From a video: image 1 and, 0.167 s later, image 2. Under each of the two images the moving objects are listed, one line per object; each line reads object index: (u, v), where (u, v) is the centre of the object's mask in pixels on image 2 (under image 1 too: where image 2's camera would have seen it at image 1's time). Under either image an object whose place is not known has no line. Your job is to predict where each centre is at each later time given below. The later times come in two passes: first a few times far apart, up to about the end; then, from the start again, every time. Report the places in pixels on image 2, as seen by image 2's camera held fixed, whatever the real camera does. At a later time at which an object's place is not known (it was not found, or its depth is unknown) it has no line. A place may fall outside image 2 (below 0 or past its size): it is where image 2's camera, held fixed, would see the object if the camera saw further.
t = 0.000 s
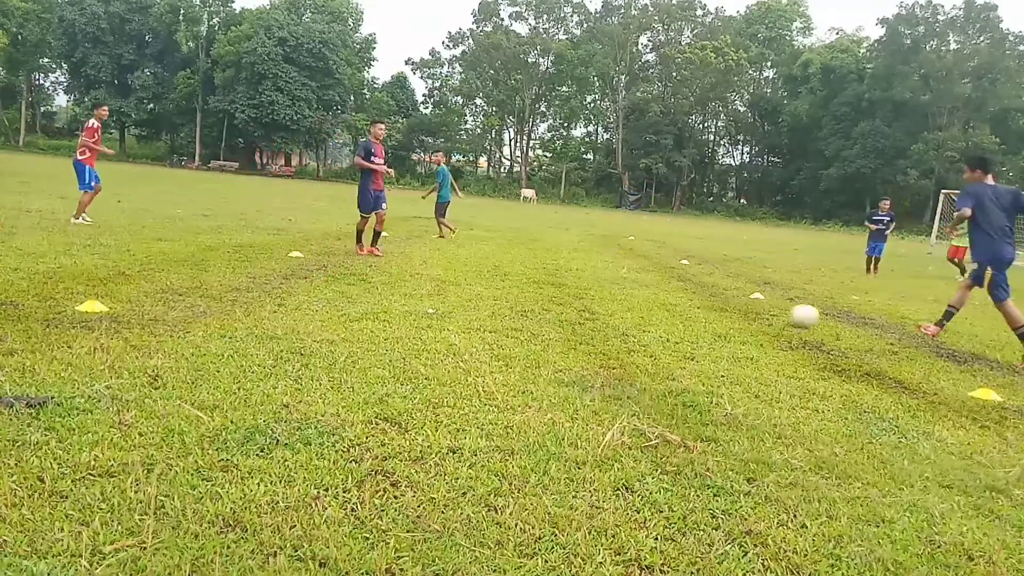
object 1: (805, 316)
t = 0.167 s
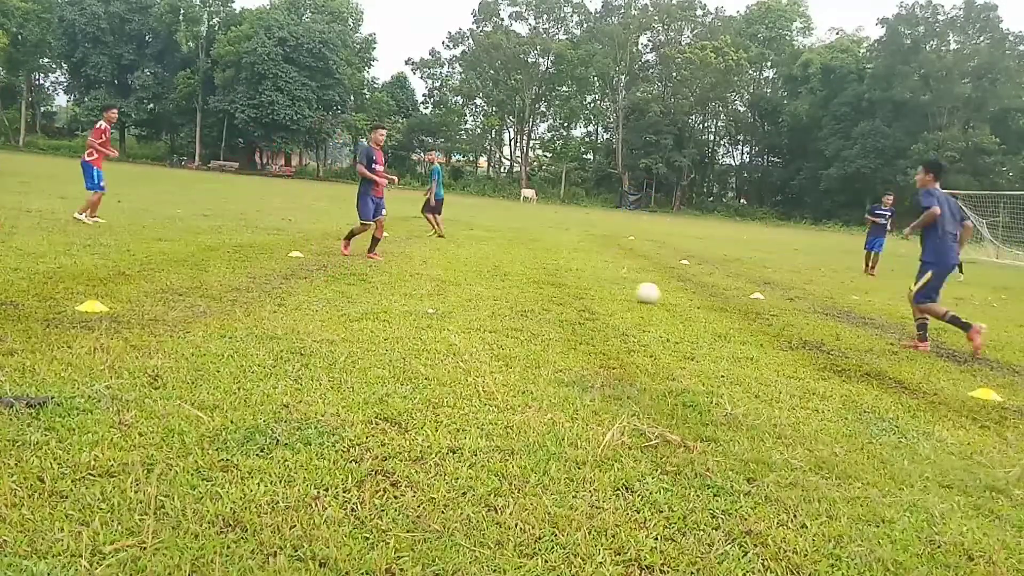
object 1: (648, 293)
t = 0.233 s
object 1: (598, 285)
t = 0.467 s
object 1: (461, 267)
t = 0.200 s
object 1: (622, 289)
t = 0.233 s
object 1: (598, 285)
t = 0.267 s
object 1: (574, 282)
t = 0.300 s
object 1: (551, 280)
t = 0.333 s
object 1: (533, 277)
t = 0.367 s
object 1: (515, 273)
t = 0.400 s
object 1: (496, 270)
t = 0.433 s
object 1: (478, 268)
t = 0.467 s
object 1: (461, 267)
